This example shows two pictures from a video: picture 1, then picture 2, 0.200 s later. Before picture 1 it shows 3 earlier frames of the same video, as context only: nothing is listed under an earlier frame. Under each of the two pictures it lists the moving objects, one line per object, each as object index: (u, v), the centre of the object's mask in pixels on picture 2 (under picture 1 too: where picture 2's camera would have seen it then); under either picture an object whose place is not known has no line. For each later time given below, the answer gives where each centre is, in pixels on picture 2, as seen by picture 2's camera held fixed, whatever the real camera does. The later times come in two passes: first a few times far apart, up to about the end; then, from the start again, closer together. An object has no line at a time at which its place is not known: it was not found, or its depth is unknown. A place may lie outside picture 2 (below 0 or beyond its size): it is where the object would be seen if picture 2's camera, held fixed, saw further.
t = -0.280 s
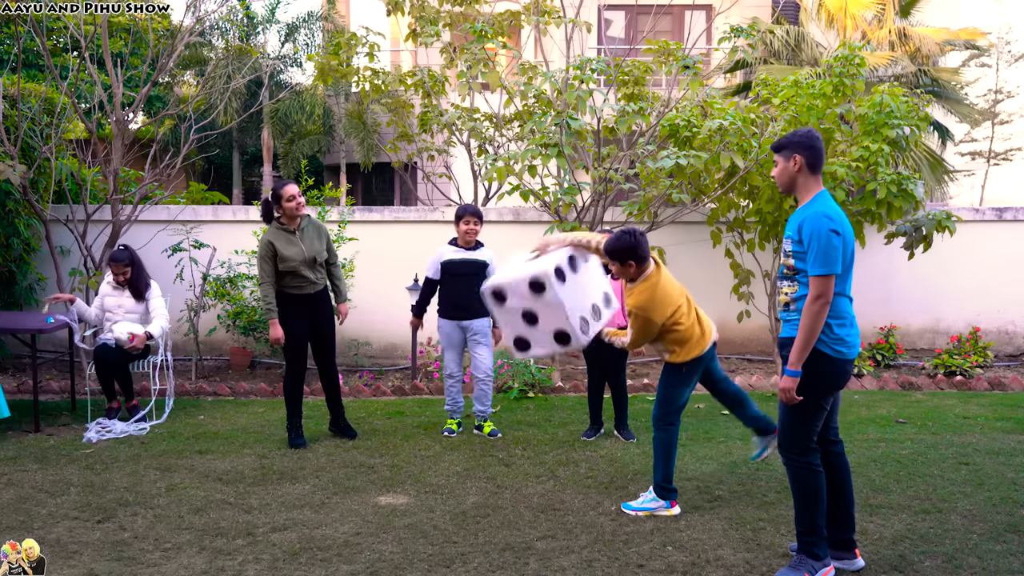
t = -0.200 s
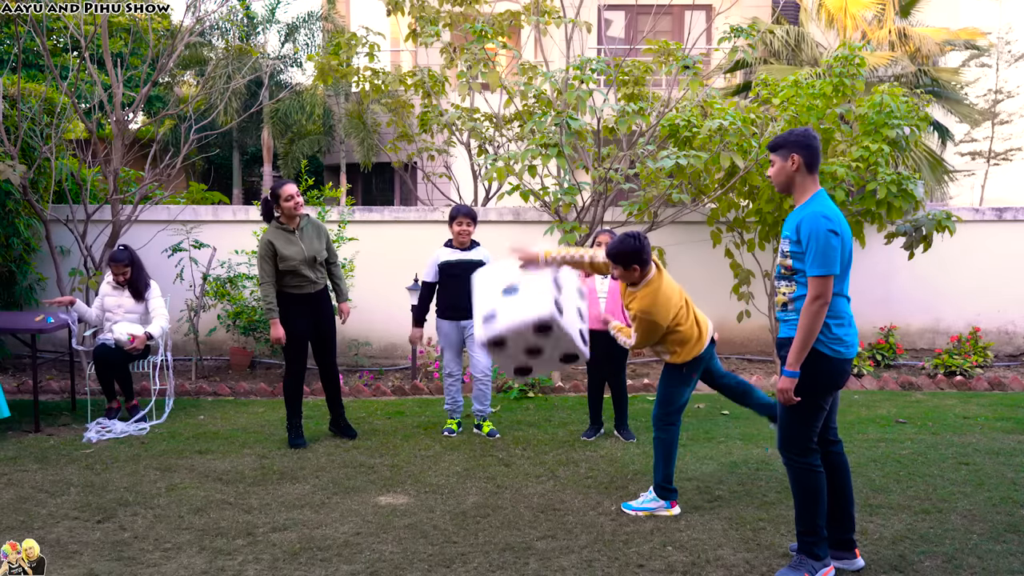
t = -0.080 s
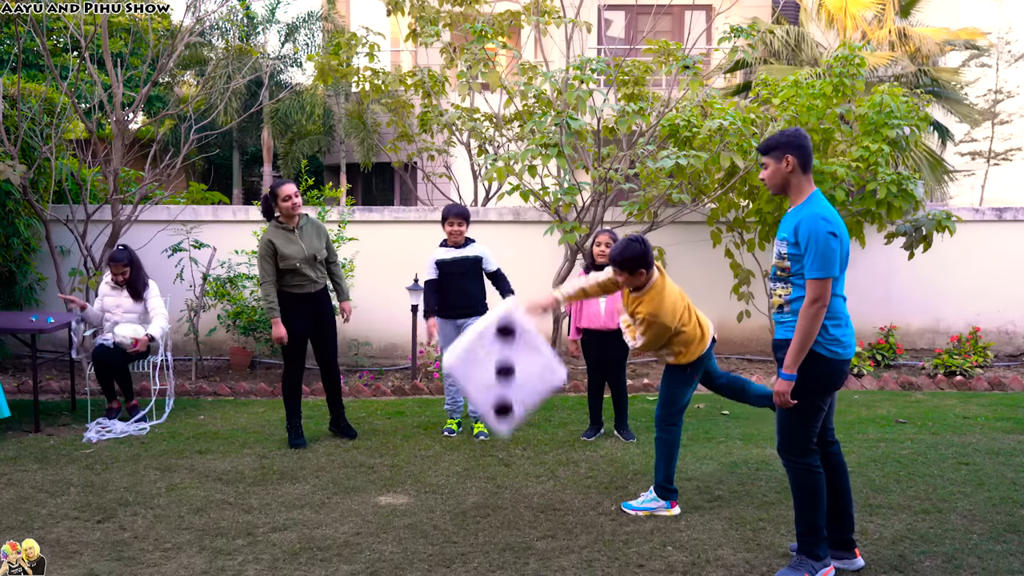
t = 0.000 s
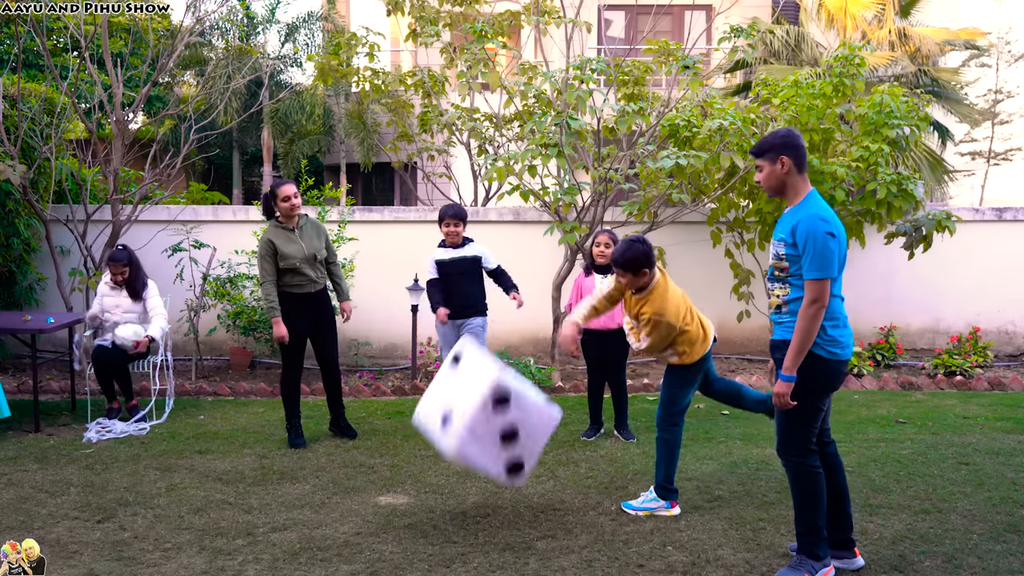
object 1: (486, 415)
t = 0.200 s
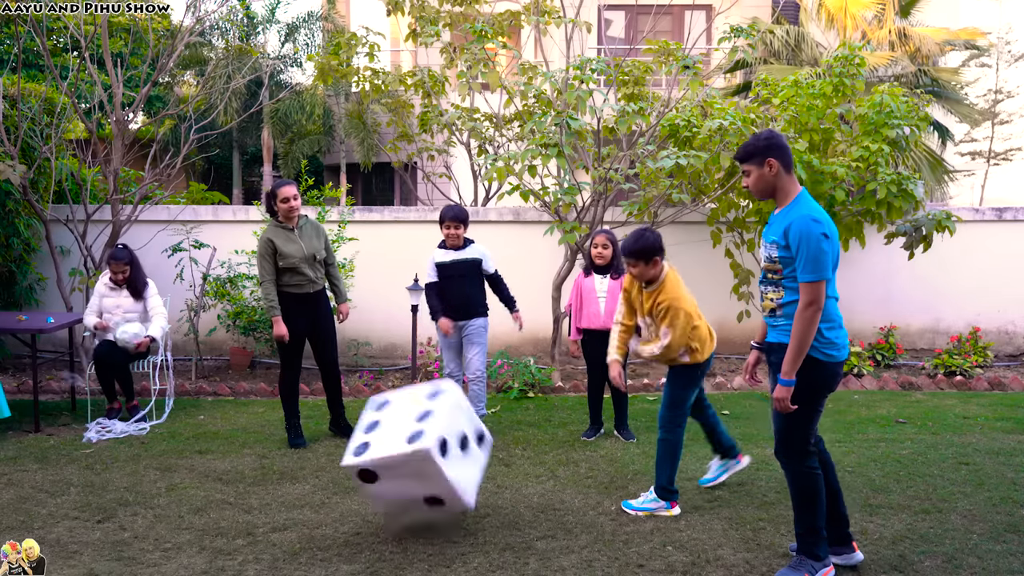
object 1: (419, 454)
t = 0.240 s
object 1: (407, 440)
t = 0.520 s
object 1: (327, 445)
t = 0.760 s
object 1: (243, 499)
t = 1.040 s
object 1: (176, 504)
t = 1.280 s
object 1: (151, 523)
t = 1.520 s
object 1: (154, 517)
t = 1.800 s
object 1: (203, 515)
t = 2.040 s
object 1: (208, 517)
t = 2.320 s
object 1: (195, 527)
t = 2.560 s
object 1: (197, 527)
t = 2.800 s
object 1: (198, 528)
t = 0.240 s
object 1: (407, 440)
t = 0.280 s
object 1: (395, 430)
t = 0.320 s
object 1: (383, 423)
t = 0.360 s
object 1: (371, 422)
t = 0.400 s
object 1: (359, 422)
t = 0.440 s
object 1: (348, 426)
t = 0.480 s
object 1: (337, 434)
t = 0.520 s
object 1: (327, 445)
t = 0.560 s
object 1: (315, 461)
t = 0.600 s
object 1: (302, 476)
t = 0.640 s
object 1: (287, 482)
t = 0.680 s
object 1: (266, 494)
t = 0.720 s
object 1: (254, 497)
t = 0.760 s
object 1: (243, 499)
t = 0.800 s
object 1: (232, 498)
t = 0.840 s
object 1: (222, 492)
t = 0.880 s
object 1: (212, 490)
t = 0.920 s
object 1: (204, 490)
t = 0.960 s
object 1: (194, 494)
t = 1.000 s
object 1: (185, 498)
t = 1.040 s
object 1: (176, 504)
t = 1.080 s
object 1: (169, 510)
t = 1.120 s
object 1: (166, 509)
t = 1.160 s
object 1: (160, 506)
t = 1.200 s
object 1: (158, 510)
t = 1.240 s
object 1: (156, 517)
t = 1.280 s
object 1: (151, 523)
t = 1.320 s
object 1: (145, 524)
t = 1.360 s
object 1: (144, 523)
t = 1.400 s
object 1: (146, 520)
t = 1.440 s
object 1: (147, 519)
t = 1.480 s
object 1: (150, 518)
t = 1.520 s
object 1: (154, 517)
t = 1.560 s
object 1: (159, 517)
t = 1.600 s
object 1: (165, 517)
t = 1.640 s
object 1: (173, 517)
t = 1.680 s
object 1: (182, 518)
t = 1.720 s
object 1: (190, 517)
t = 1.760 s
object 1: (196, 515)
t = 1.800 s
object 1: (203, 515)
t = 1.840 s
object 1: (207, 514)
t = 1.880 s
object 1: (209, 514)
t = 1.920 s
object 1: (210, 514)
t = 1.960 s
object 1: (210, 514)
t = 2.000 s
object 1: (209, 515)
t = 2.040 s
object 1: (208, 517)
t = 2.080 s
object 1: (205, 519)
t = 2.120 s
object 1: (203, 523)
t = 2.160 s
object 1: (199, 527)
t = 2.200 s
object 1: (196, 528)
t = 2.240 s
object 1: (195, 527)
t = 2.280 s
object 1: (194, 527)
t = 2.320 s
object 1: (195, 527)
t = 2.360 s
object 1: (196, 527)
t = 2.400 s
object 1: (198, 528)
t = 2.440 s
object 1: (198, 528)
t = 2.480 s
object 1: (199, 528)
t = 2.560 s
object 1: (197, 527)
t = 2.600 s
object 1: (196, 527)
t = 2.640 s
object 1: (197, 528)
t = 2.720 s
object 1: (198, 528)
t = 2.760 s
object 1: (197, 528)
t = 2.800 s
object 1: (198, 528)
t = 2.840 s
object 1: (198, 528)
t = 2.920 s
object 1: (198, 528)
